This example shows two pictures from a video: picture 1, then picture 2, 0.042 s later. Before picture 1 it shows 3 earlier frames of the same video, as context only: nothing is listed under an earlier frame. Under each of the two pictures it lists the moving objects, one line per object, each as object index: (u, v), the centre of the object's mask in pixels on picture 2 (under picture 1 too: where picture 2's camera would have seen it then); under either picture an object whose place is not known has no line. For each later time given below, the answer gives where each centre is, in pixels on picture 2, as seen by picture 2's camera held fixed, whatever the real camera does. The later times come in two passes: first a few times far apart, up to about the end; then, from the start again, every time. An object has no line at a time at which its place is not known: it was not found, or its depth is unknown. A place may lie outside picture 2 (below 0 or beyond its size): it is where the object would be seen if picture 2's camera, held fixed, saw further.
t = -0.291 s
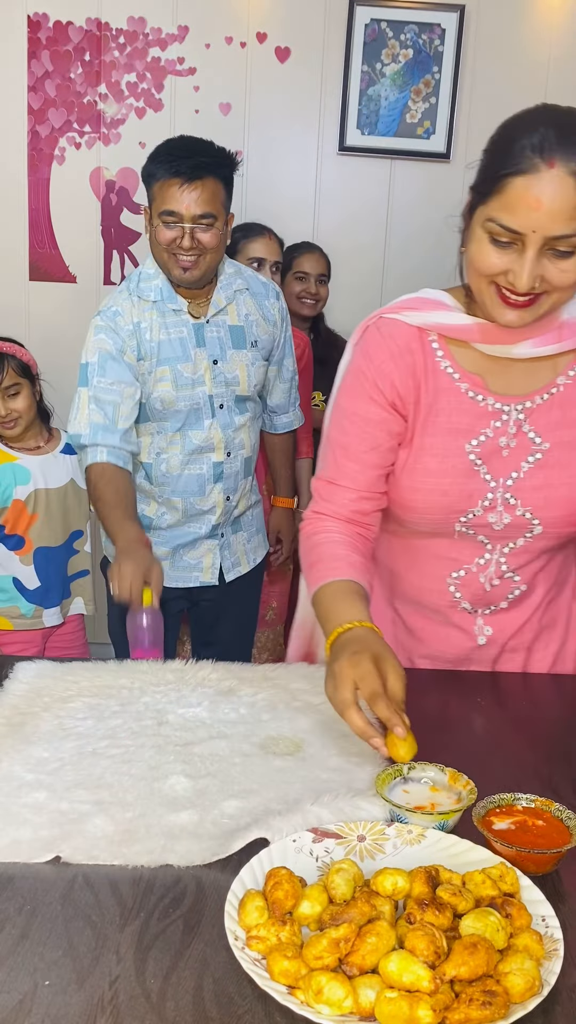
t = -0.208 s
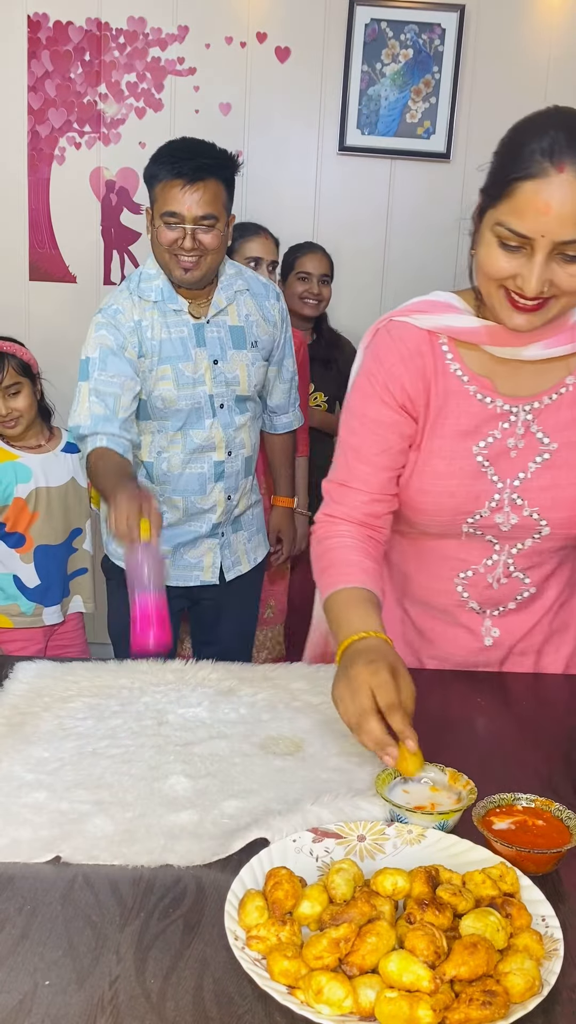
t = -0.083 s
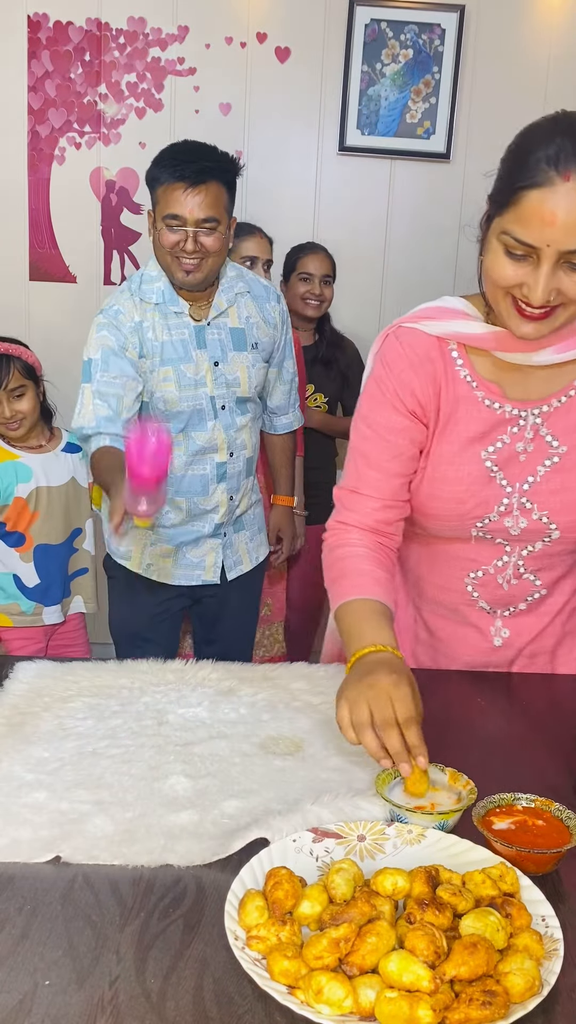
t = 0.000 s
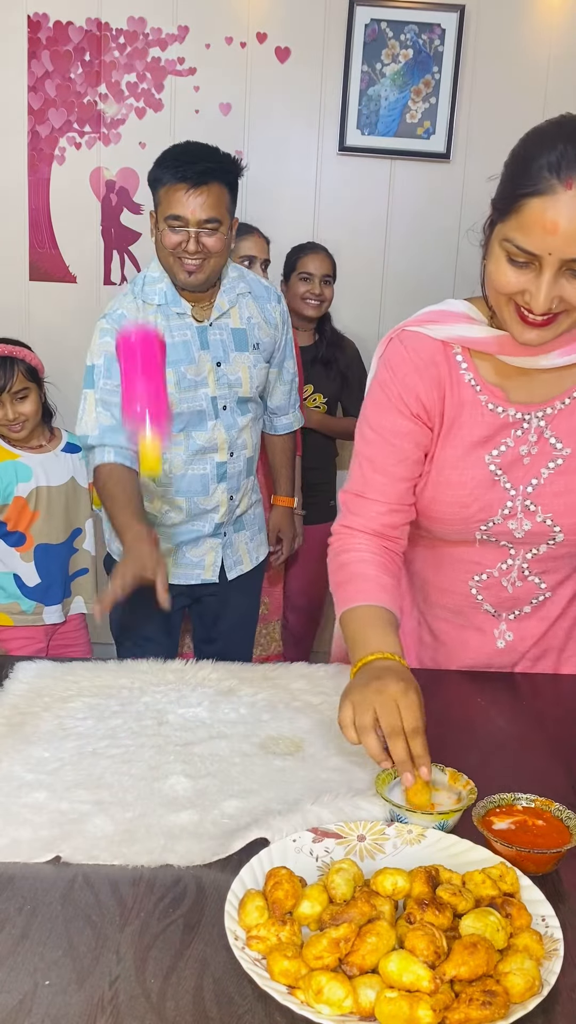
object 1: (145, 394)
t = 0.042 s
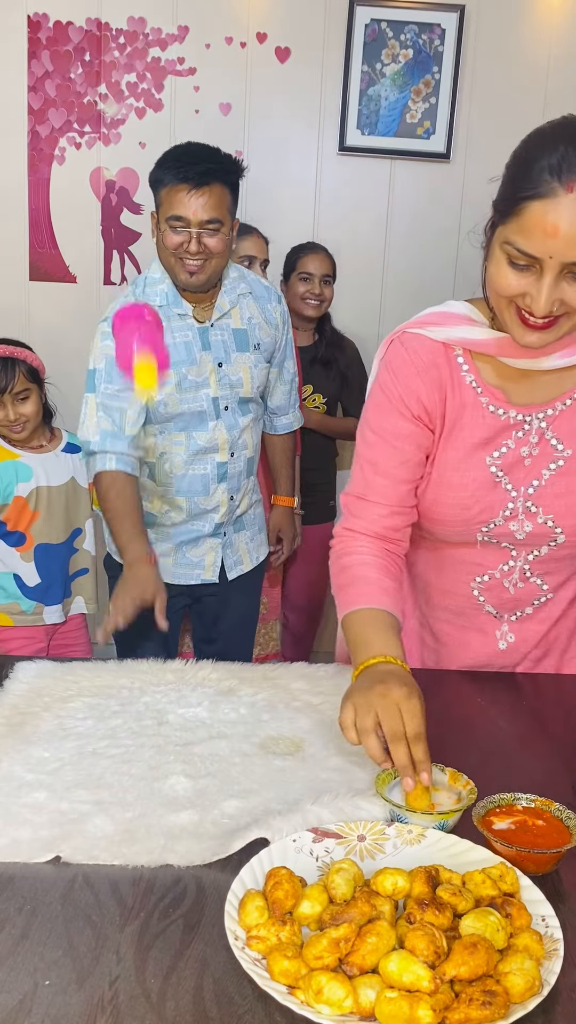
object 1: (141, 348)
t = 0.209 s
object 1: (126, 321)
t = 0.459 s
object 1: (100, 697)
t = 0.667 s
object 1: (85, 699)
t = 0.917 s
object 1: (91, 698)
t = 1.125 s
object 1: (96, 698)
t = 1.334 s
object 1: (93, 698)
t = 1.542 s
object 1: (94, 698)
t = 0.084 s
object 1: (137, 320)
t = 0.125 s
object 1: (133, 306)
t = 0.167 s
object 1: (129, 306)
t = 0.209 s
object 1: (126, 321)
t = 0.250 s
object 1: (122, 350)
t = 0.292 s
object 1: (118, 396)
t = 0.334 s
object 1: (115, 456)
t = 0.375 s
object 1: (108, 608)
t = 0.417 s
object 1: (103, 671)
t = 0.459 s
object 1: (100, 697)
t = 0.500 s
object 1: (97, 697)
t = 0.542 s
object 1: (92, 698)
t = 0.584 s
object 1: (88, 699)
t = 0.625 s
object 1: (86, 699)
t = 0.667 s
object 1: (85, 699)
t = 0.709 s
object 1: (86, 699)
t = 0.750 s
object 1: (87, 699)
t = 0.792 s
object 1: (87, 699)
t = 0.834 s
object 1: (87, 698)
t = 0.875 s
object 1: (89, 698)
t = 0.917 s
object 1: (91, 698)
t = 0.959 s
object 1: (94, 698)
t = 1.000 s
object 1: (95, 698)
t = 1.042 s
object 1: (95, 698)
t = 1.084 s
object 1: (95, 698)
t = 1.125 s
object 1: (96, 698)
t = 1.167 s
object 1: (96, 698)
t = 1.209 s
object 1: (95, 698)
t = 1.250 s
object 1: (94, 698)
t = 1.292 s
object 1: (93, 698)
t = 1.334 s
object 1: (93, 698)
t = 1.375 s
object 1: (93, 698)
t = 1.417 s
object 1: (93, 698)
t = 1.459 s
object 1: (94, 698)
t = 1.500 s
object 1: (94, 698)
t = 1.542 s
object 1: (94, 698)
